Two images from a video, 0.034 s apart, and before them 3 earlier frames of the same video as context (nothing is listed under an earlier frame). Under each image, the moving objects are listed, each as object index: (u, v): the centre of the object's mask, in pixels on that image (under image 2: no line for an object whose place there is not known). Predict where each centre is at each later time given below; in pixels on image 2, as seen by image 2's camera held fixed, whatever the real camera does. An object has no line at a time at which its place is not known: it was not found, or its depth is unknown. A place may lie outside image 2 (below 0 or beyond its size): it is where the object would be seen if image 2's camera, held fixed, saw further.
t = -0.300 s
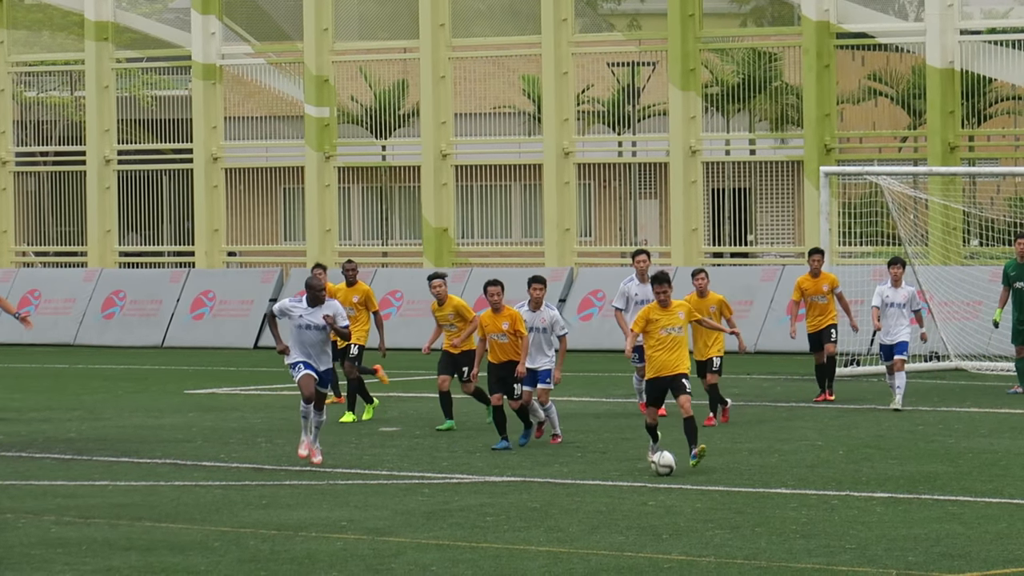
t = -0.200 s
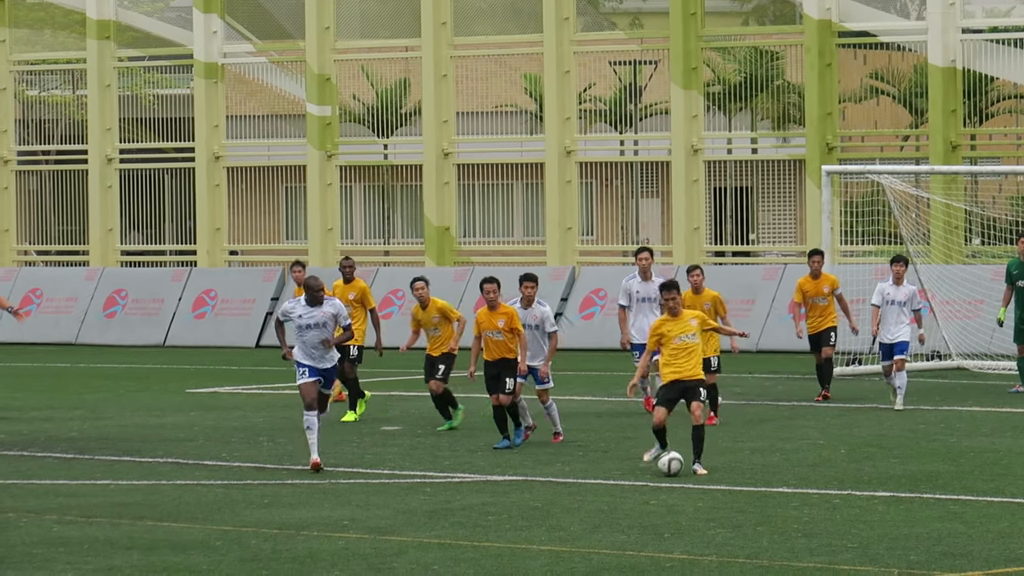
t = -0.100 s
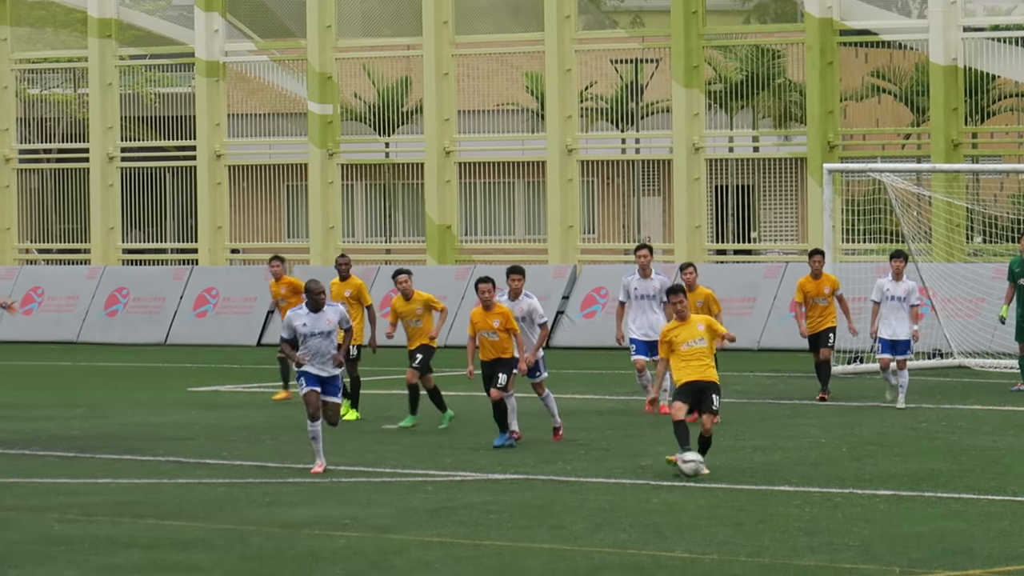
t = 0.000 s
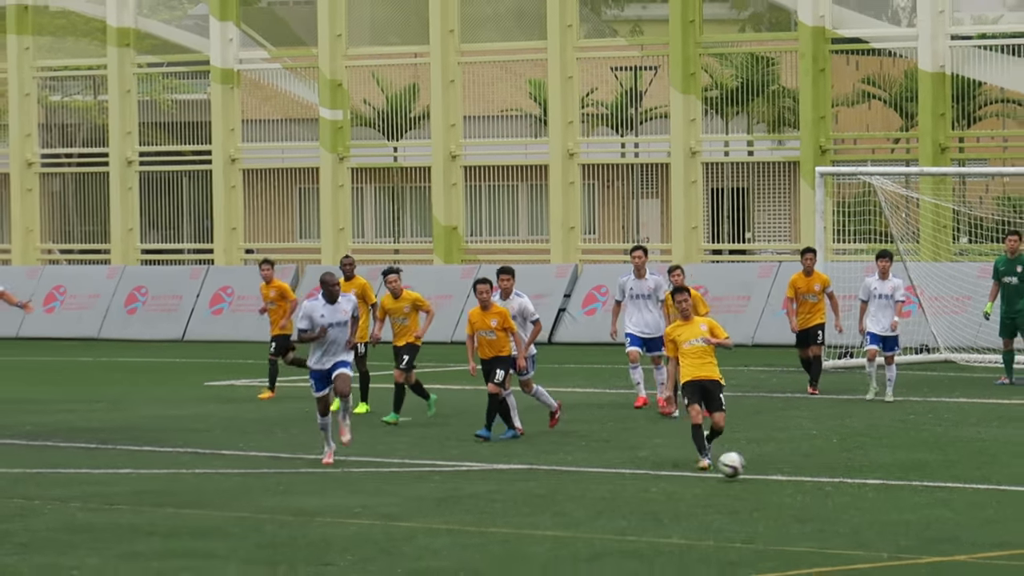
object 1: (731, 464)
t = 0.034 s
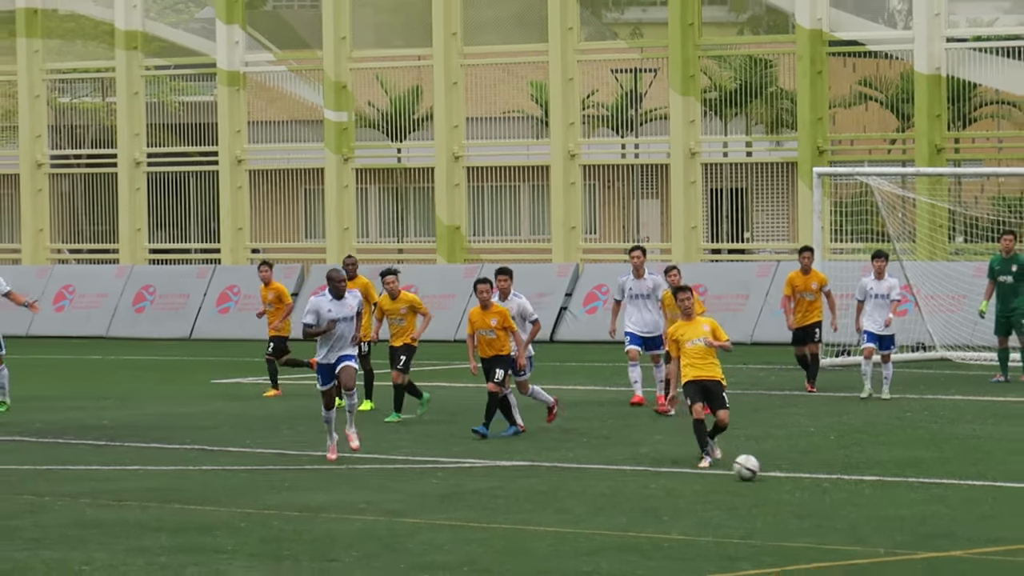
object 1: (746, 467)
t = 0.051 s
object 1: (754, 470)
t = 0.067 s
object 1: (762, 472)
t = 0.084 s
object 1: (770, 472)
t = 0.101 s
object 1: (777, 473)
